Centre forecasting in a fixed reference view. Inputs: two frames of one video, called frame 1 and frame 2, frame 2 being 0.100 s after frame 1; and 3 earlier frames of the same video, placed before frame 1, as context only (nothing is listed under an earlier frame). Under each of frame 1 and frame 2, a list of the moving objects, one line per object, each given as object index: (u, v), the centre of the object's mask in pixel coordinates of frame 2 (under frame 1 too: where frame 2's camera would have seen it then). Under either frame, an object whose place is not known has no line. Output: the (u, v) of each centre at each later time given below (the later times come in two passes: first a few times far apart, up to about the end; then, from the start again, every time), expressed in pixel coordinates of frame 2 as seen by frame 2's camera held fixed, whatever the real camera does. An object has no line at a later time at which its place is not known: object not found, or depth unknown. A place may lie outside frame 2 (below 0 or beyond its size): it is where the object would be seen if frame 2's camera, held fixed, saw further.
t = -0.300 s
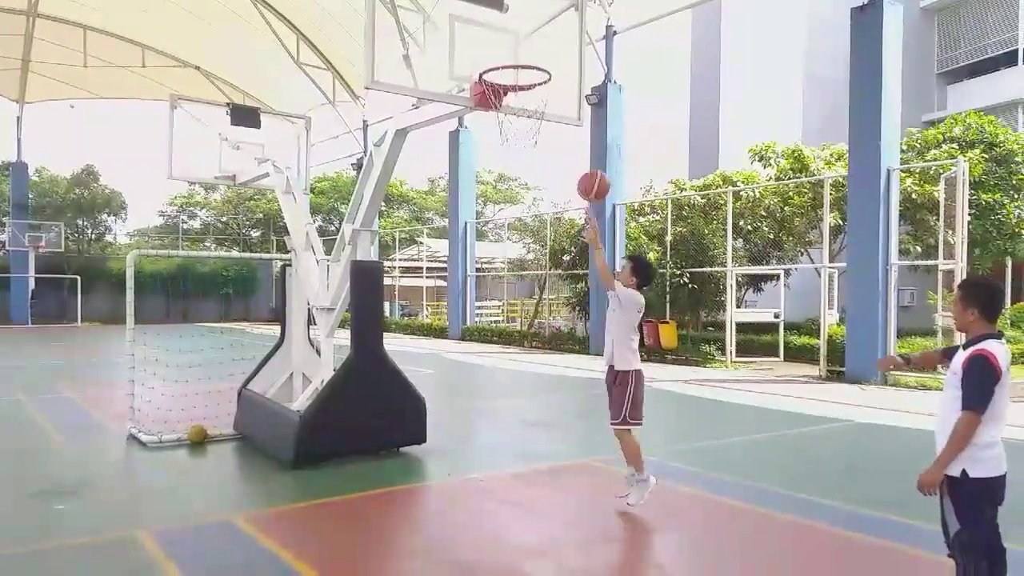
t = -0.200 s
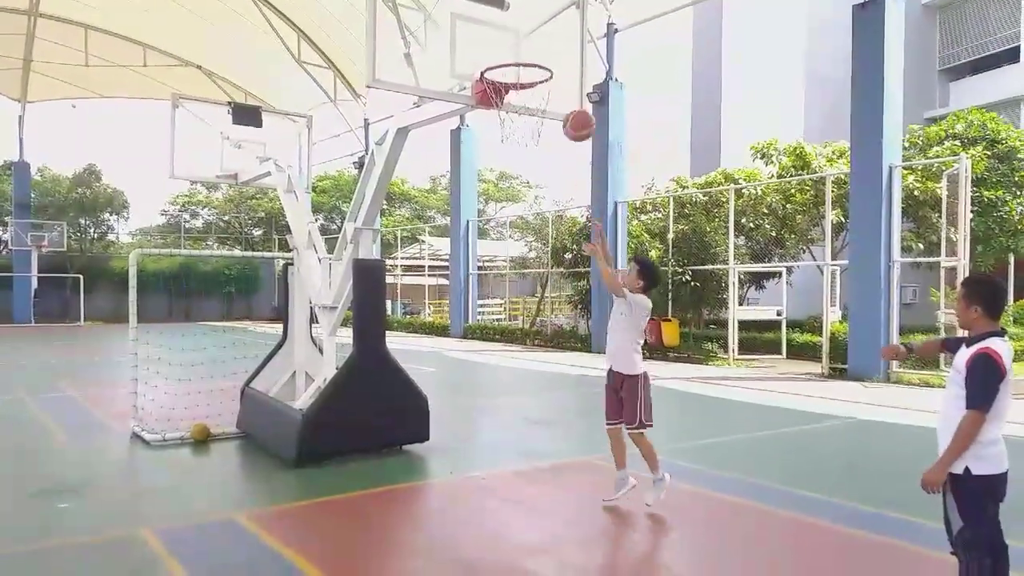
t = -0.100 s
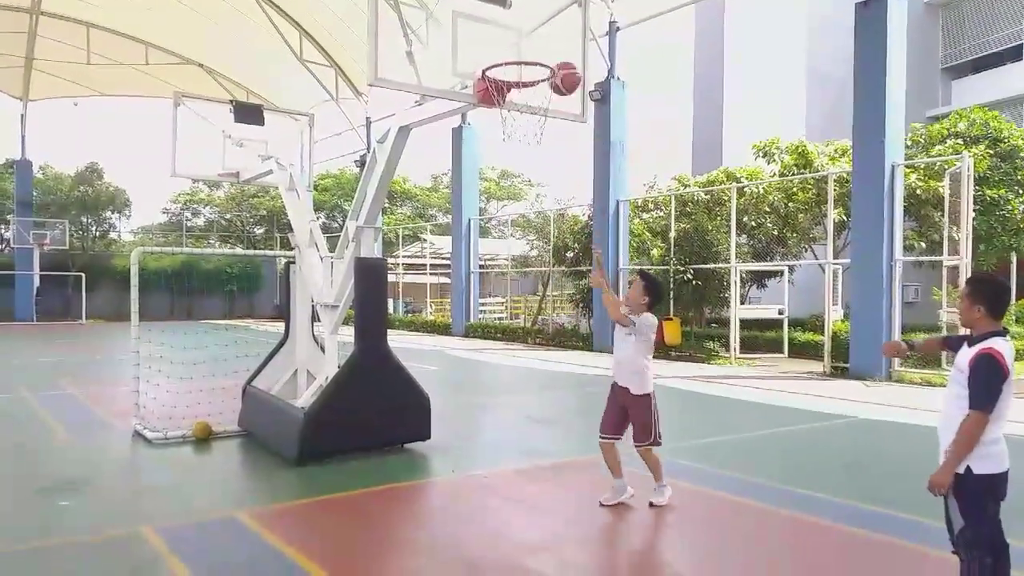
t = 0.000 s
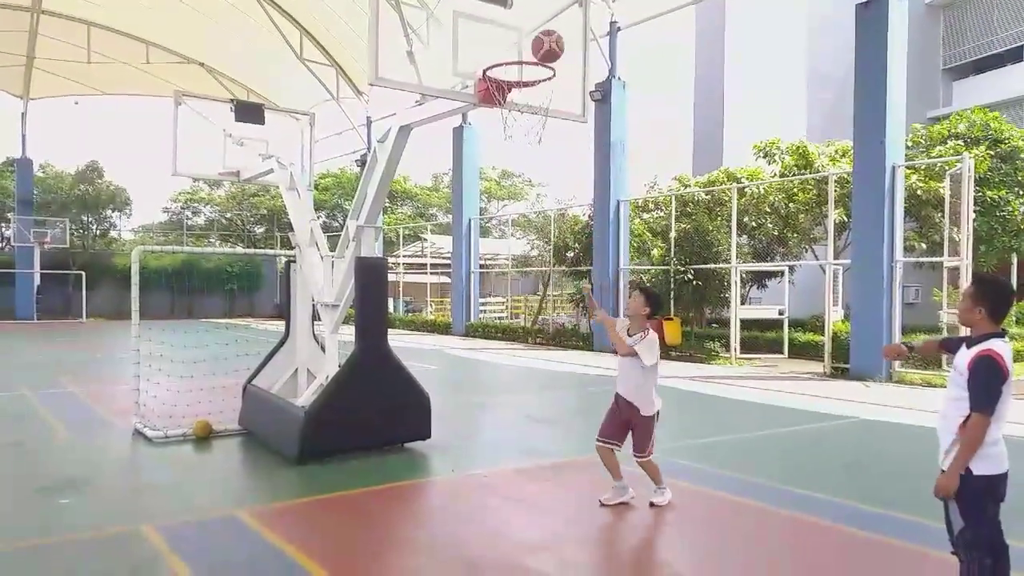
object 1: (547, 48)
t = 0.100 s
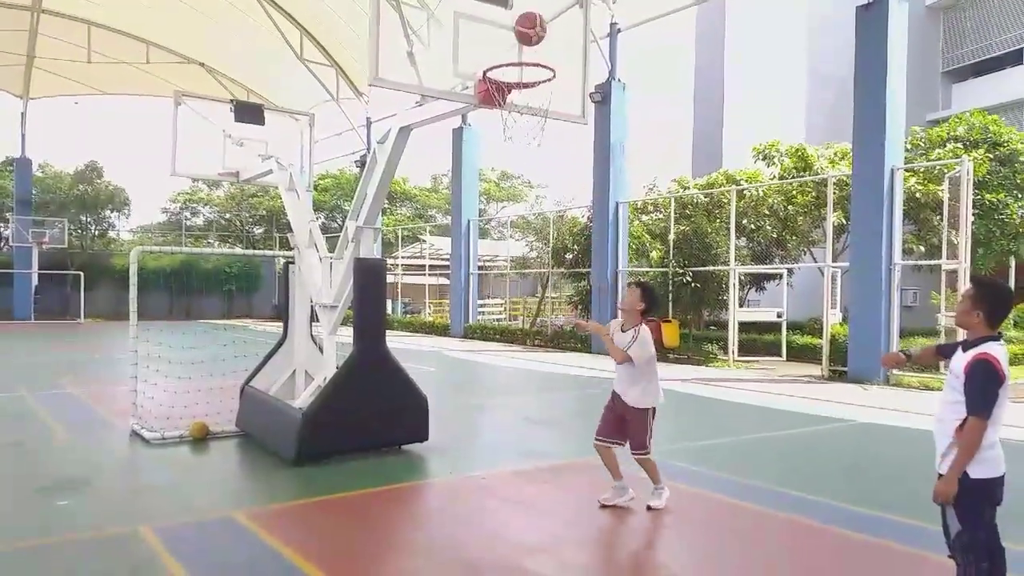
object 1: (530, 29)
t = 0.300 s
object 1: (529, 47)
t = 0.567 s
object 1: (534, 30)
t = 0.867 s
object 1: (528, 62)
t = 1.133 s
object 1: (526, 108)
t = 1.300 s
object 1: (544, 176)
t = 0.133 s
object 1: (529, 28)
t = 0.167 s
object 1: (529, 28)
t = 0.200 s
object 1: (528, 31)
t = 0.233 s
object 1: (528, 34)
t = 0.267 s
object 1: (529, 40)
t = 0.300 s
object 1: (529, 47)
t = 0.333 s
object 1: (529, 56)
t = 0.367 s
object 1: (529, 66)
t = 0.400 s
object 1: (529, 56)
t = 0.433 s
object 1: (530, 48)
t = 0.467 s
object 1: (531, 41)
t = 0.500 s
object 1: (532, 36)
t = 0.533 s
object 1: (533, 32)
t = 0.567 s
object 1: (534, 30)
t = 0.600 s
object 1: (534, 29)
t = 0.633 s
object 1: (535, 31)
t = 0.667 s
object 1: (536, 33)
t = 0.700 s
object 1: (537, 37)
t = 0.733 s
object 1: (538, 43)
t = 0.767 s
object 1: (539, 50)
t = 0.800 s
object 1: (540, 60)
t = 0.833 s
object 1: (535, 62)
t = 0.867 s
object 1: (528, 62)
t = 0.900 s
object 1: (521, 63)
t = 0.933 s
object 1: (513, 66)
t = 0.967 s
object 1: (507, 71)
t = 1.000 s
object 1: (508, 75)
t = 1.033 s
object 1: (512, 81)
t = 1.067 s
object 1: (517, 89)
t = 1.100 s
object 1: (521, 98)
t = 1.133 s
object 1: (526, 108)
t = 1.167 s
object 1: (530, 119)
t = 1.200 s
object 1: (534, 131)
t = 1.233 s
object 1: (537, 145)
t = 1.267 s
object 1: (541, 160)
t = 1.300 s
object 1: (544, 176)
